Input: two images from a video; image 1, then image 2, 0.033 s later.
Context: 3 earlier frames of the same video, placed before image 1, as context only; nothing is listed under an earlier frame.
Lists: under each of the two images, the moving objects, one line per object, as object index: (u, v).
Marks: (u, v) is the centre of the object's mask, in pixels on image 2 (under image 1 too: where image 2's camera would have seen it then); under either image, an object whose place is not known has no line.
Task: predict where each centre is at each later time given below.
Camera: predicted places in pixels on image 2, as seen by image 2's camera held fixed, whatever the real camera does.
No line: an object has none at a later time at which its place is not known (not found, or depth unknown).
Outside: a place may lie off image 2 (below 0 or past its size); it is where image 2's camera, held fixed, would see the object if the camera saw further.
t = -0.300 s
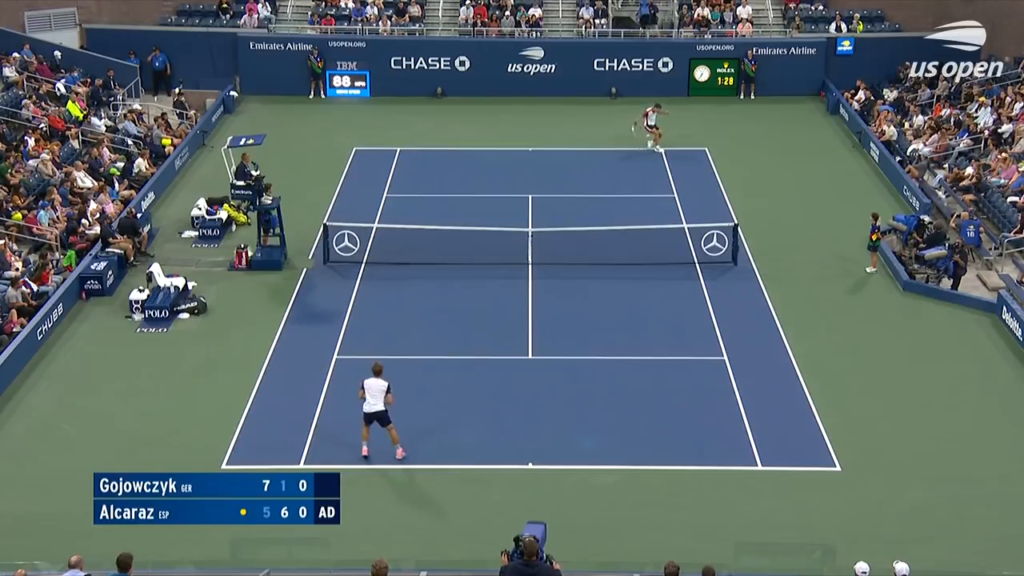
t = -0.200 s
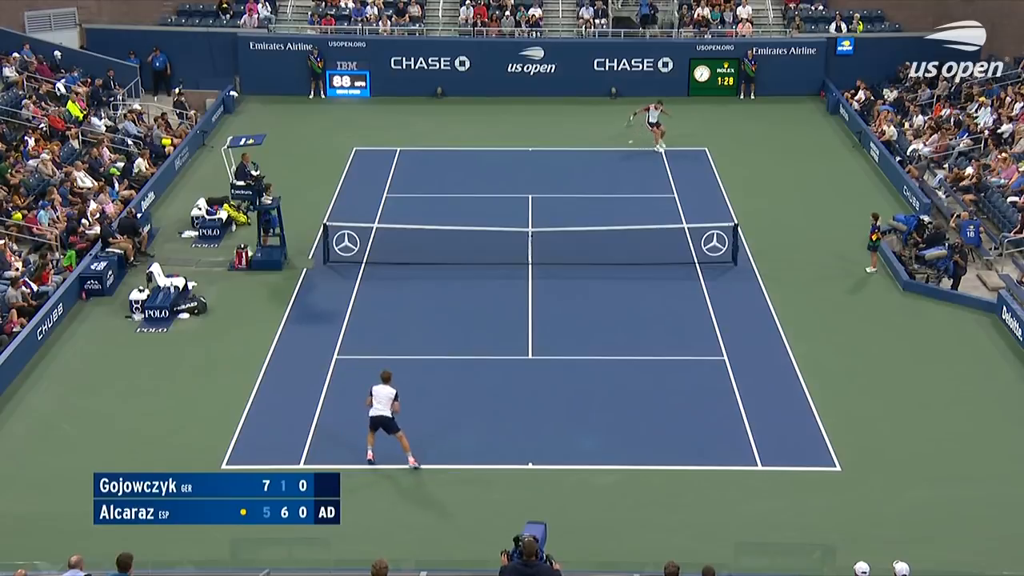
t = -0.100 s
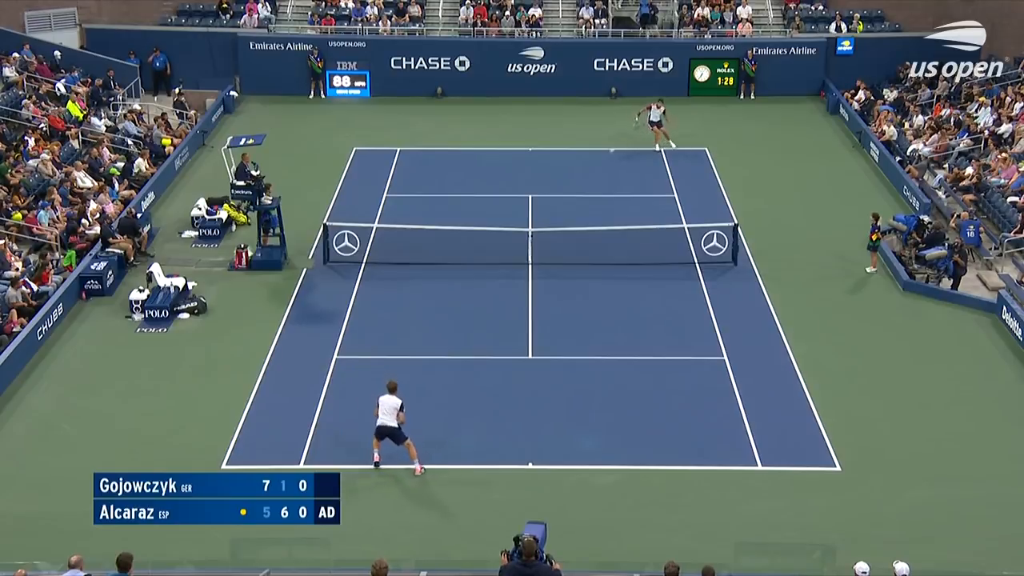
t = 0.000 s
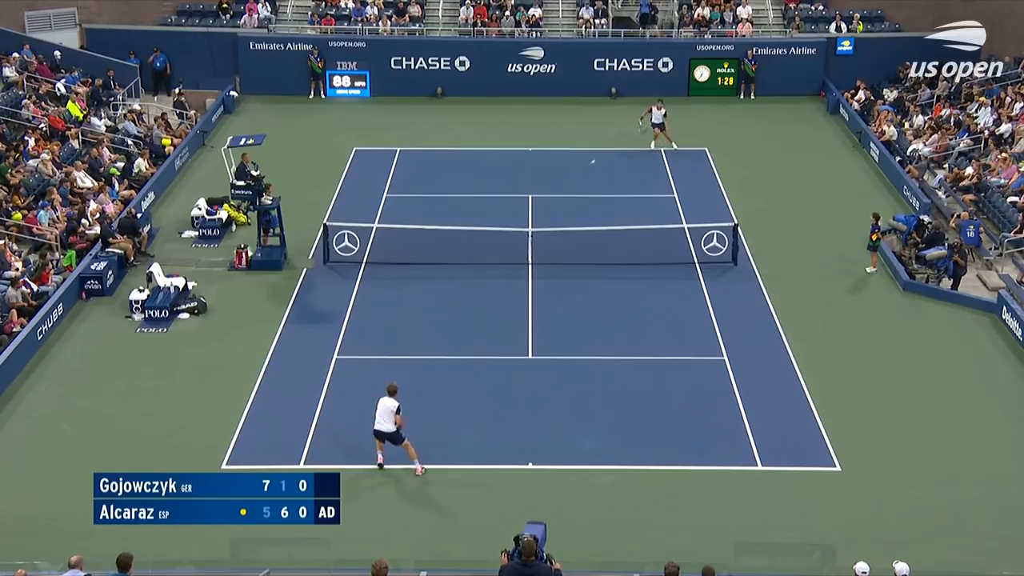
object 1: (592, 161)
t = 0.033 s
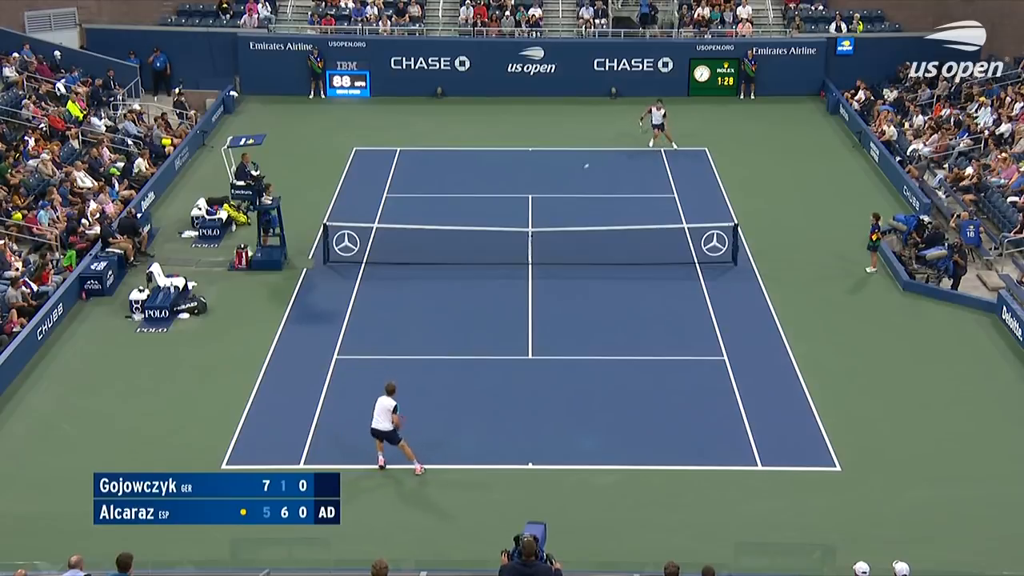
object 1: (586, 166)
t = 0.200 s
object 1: (553, 192)
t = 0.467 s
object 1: (494, 253)
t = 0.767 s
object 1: (419, 357)
